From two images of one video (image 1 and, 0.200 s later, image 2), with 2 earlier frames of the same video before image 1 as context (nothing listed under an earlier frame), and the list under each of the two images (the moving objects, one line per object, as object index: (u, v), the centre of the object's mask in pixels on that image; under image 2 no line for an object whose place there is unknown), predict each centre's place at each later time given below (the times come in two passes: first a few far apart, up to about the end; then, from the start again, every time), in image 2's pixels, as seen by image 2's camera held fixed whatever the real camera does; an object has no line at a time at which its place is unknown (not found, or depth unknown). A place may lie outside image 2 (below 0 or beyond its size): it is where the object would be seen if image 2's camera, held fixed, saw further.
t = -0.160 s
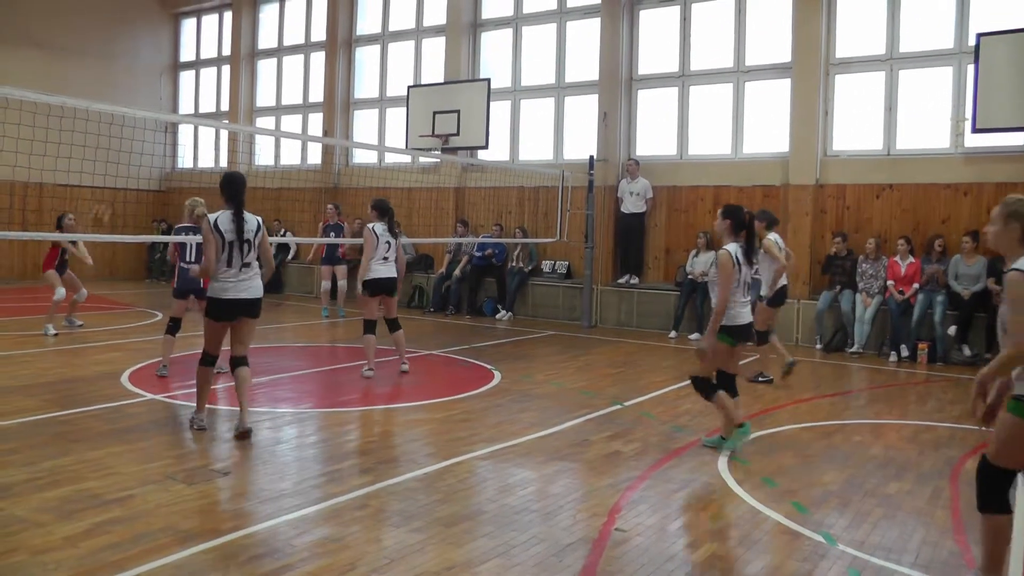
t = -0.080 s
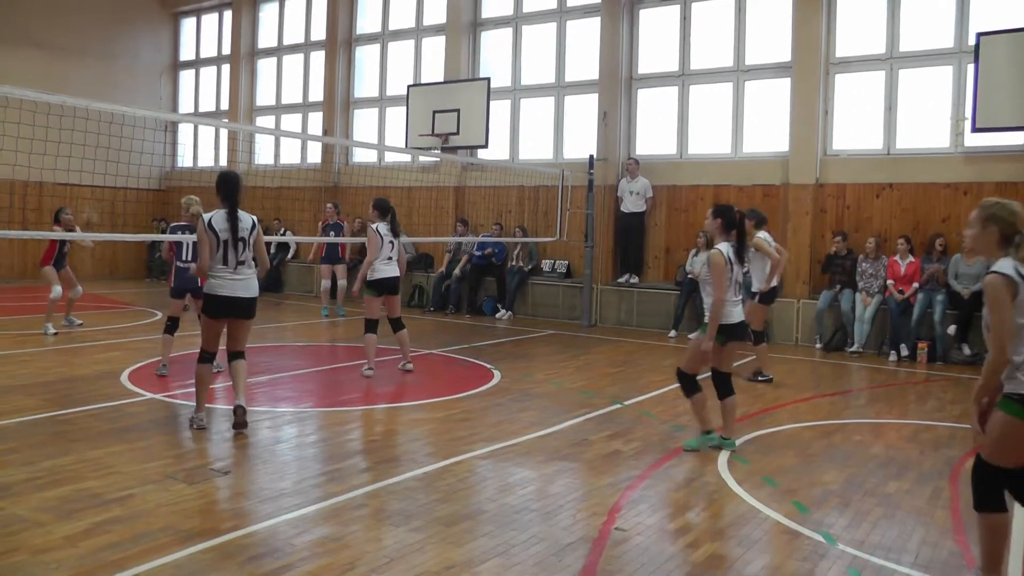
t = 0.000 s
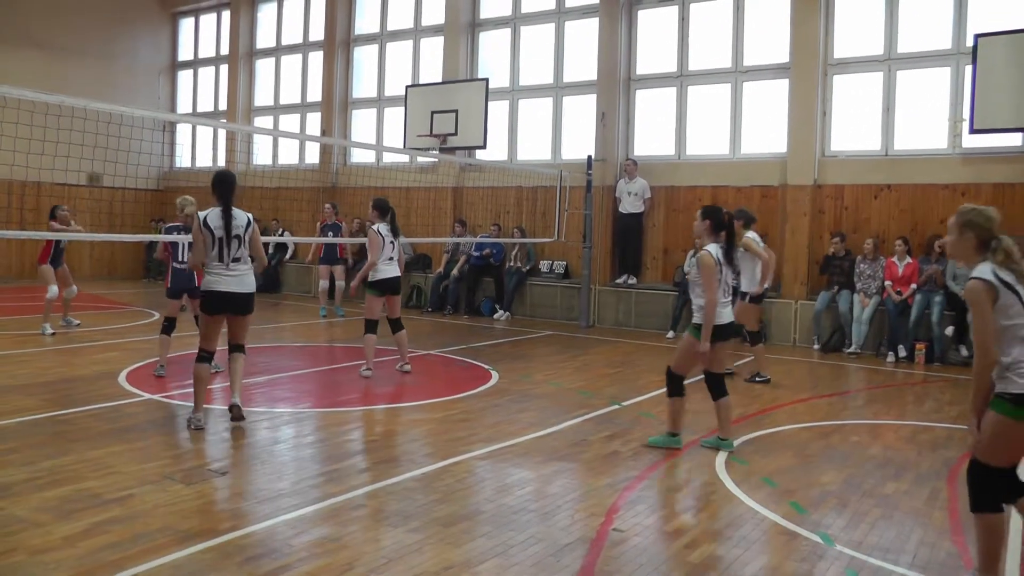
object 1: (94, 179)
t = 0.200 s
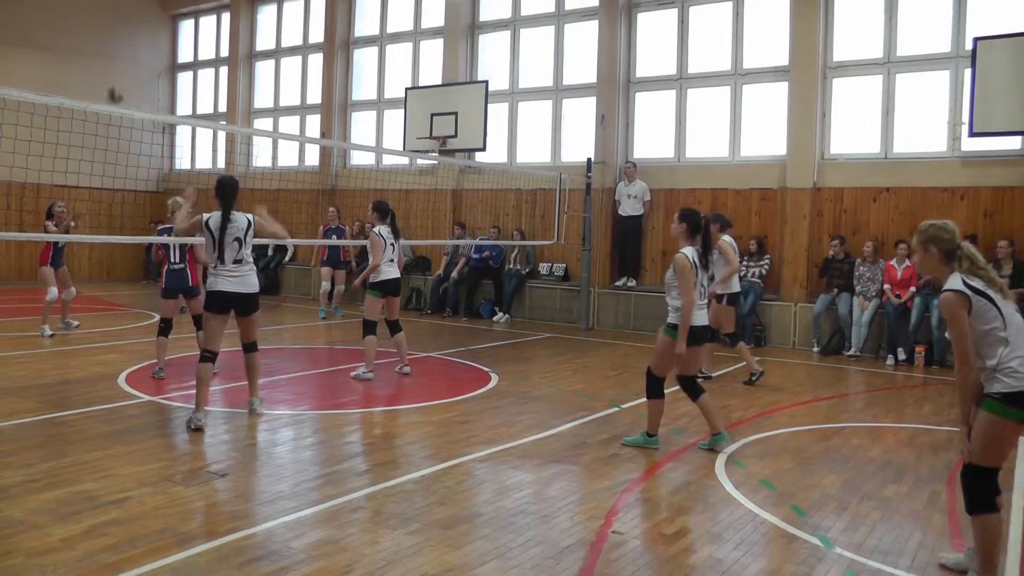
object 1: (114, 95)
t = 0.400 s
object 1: (135, 41)
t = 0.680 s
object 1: (165, 23)
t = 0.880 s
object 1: (184, 57)
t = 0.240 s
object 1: (119, 82)
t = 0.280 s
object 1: (123, 69)
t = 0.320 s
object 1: (126, 59)
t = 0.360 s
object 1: (131, 49)
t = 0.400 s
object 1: (135, 41)
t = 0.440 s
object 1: (140, 34)
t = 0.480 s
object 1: (144, 29)
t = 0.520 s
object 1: (148, 25)
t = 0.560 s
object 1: (152, 22)
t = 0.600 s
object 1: (156, 21)
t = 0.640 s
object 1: (160, 21)
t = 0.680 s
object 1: (165, 23)
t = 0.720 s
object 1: (169, 27)
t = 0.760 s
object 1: (173, 32)
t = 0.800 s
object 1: (177, 38)
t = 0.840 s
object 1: (181, 47)
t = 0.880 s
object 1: (184, 57)
